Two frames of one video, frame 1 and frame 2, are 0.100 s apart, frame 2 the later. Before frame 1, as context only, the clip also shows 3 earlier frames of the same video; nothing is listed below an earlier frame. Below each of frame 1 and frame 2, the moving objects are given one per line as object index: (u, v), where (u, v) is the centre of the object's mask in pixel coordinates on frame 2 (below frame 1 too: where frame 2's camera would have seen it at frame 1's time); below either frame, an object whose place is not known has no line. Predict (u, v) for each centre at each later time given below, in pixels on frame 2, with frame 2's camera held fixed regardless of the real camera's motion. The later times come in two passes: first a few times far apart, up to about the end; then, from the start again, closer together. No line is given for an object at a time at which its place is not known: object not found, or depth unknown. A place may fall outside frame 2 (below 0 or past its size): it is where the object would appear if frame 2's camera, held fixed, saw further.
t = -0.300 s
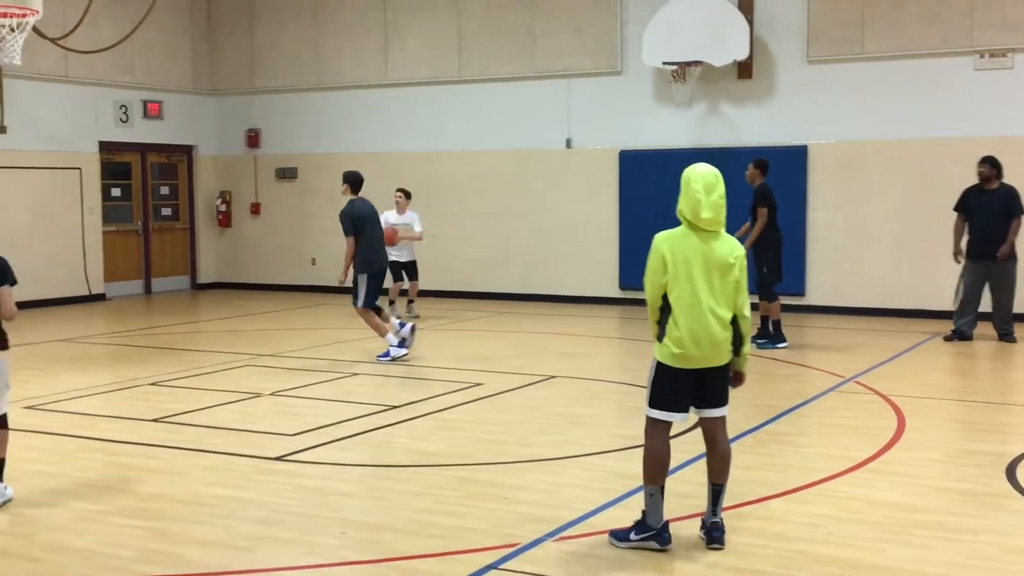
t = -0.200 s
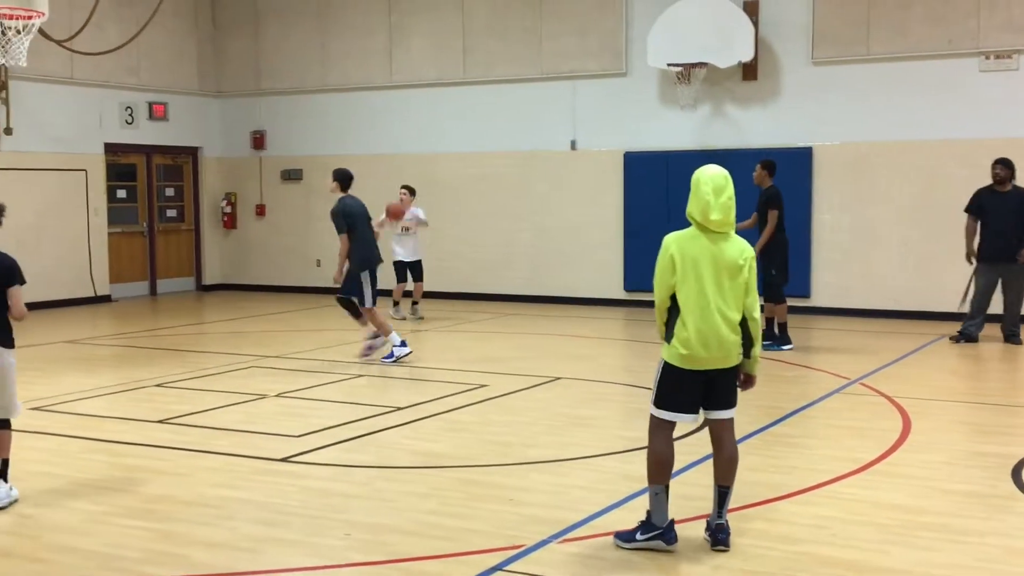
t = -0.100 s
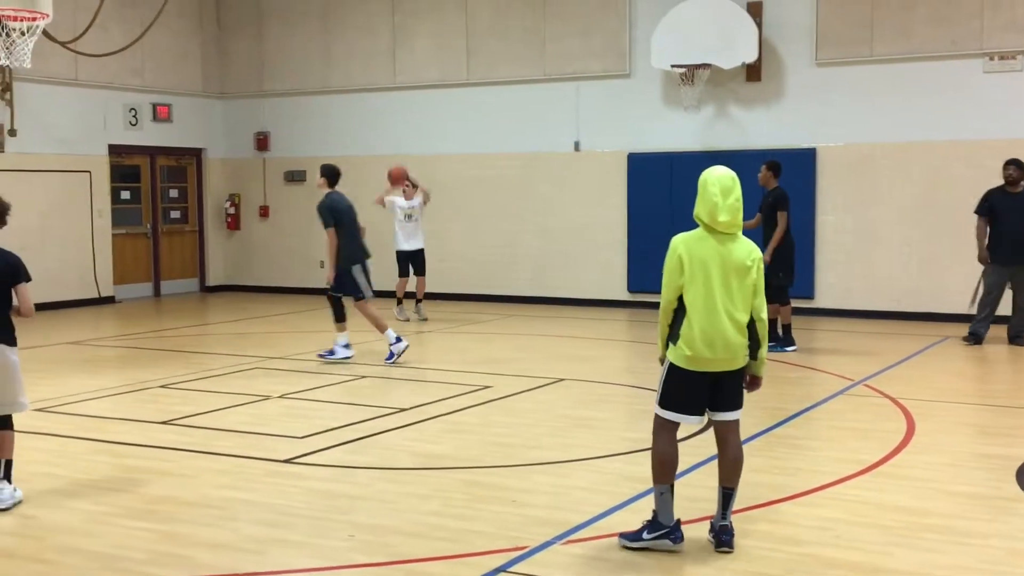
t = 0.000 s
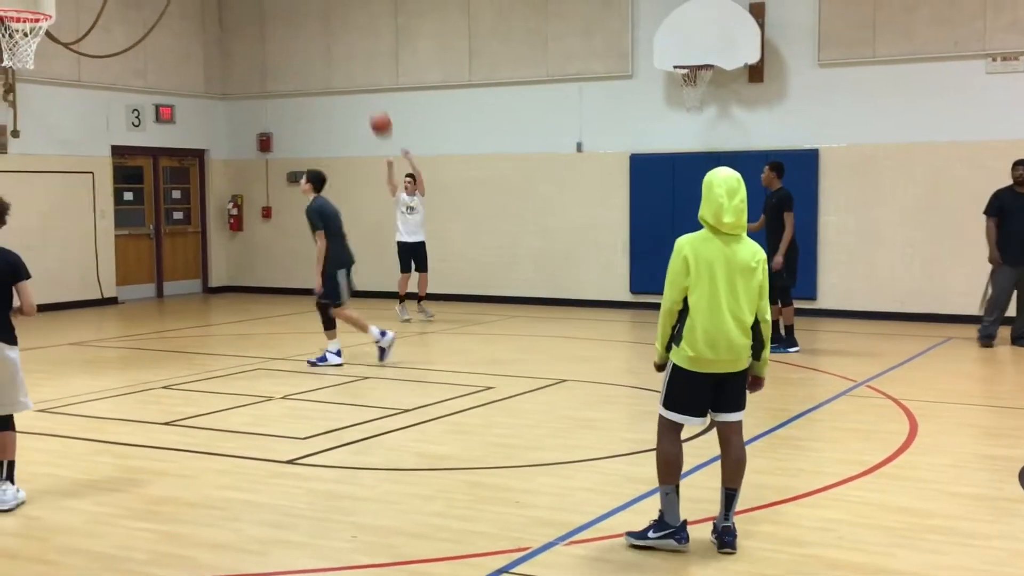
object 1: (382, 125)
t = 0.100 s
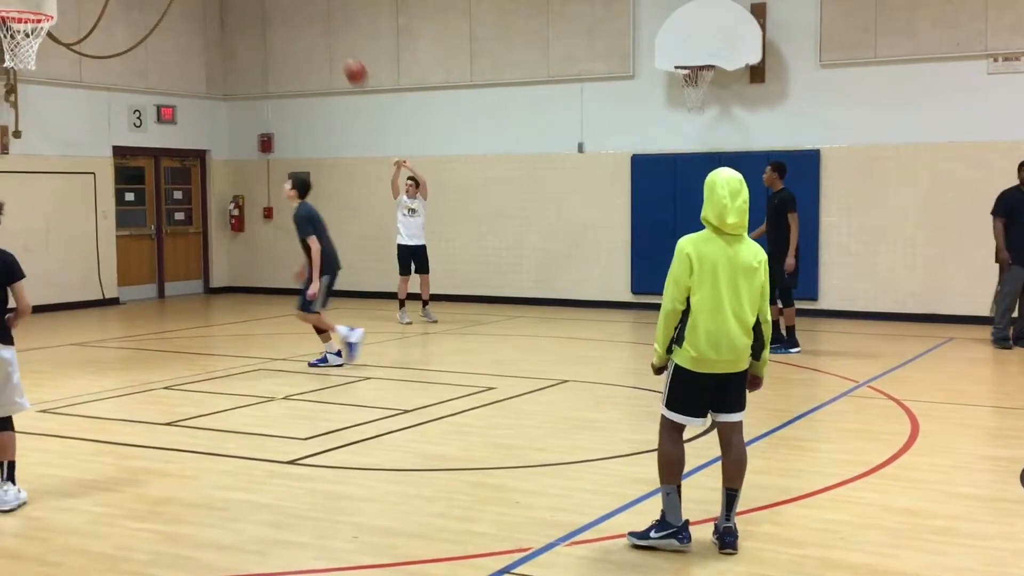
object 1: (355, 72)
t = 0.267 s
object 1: (311, 5)
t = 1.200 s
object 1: (17, 25)
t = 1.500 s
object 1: (44, 54)
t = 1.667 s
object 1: (41, 93)
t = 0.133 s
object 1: (347, 57)
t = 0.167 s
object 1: (337, 41)
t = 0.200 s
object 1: (328, 27)
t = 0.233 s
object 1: (319, 13)
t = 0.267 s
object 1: (311, 5)
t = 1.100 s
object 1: (13, 9)
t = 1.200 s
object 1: (17, 25)
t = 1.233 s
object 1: (31, 35)
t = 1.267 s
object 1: (40, 41)
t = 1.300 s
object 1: (45, 42)
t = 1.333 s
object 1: (47, 43)
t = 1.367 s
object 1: (48, 42)
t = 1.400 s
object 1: (48, 41)
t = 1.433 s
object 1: (46, 48)
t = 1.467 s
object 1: (45, 51)
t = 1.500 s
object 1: (44, 54)
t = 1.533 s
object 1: (43, 58)
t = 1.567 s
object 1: (42, 65)
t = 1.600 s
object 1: (41, 73)
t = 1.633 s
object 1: (40, 82)
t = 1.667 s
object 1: (41, 93)
